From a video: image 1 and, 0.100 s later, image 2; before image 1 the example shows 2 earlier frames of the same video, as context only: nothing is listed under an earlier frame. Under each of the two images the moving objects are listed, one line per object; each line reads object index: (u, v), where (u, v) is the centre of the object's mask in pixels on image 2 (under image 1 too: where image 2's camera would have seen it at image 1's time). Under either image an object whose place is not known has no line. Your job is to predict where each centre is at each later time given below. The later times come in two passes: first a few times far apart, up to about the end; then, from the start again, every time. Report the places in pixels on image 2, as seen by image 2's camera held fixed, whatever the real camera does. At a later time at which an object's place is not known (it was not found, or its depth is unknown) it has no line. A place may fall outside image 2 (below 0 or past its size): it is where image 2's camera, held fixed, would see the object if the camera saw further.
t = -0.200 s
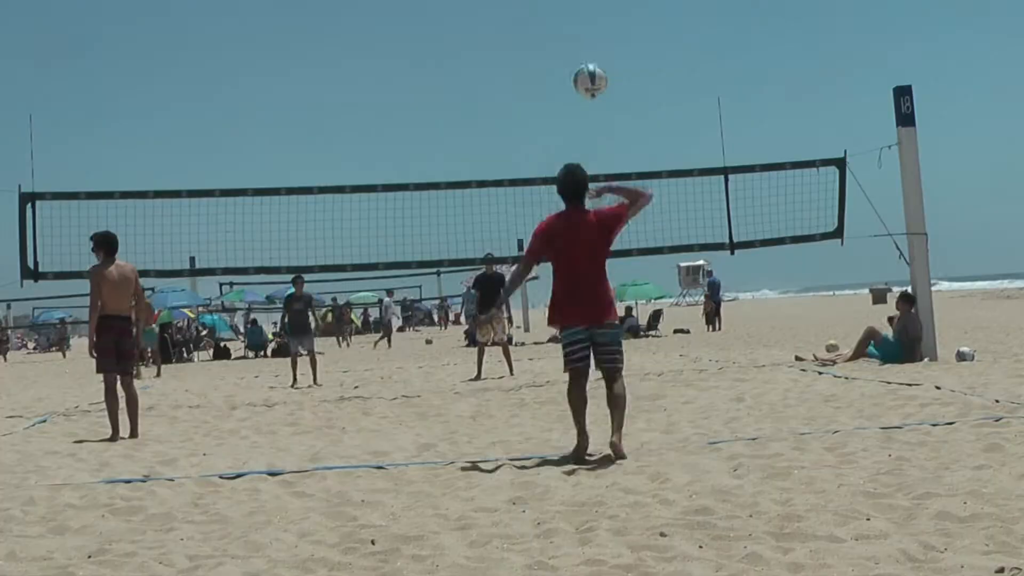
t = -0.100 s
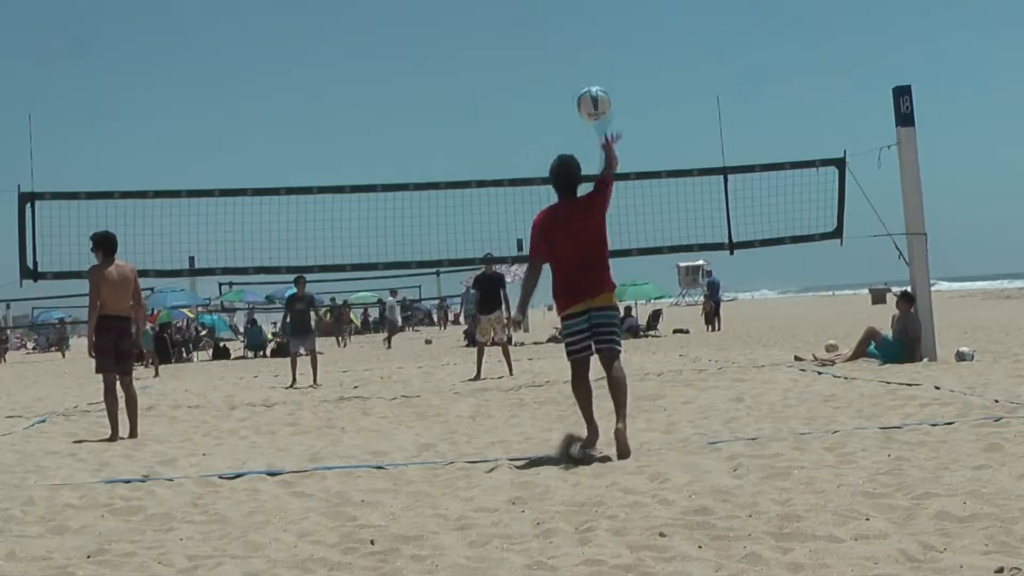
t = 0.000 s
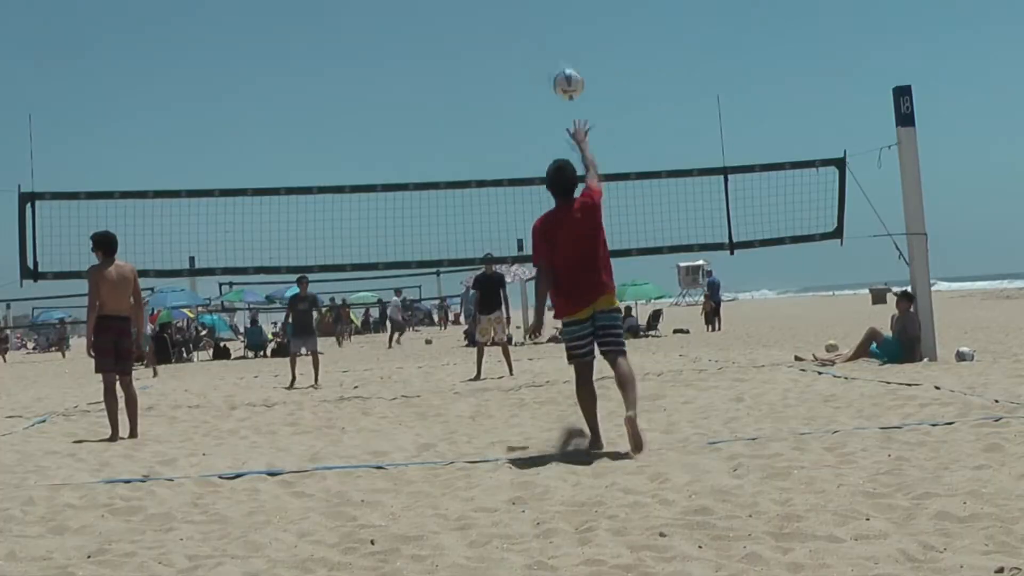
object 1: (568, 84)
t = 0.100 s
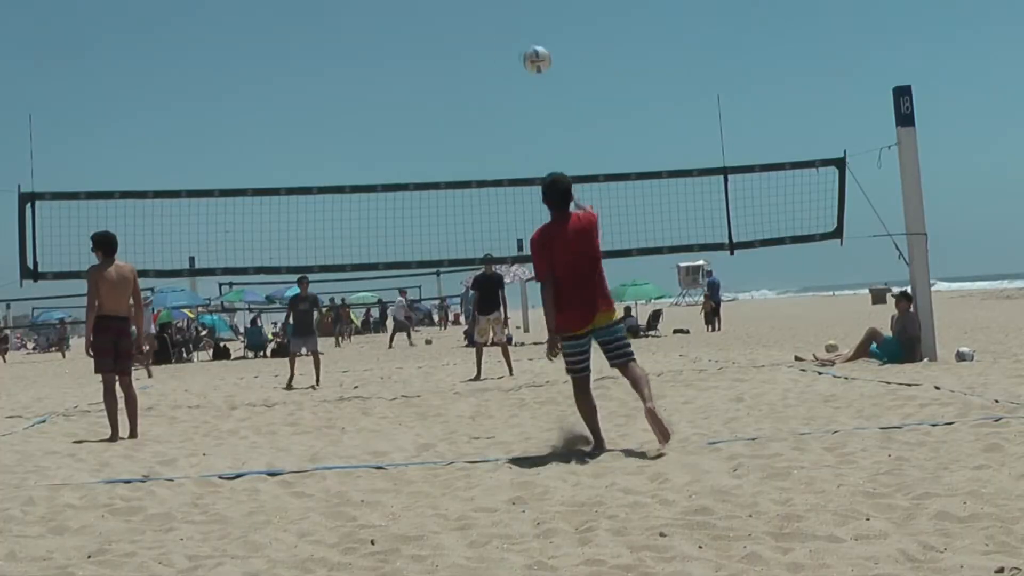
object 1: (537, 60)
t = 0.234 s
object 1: (499, 52)
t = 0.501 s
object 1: (436, 83)
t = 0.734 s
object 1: (397, 150)
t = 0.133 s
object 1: (527, 55)
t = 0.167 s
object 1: (517, 53)
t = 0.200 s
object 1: (508, 51)
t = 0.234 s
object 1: (499, 52)
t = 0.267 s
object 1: (491, 53)
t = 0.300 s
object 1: (482, 55)
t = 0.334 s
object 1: (474, 58)
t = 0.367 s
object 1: (466, 61)
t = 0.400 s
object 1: (458, 66)
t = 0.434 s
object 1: (450, 71)
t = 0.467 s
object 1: (442, 77)
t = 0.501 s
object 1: (436, 83)
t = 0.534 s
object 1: (430, 92)
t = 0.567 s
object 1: (424, 100)
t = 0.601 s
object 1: (418, 109)
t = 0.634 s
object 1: (412, 118)
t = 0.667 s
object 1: (407, 129)
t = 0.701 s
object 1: (402, 139)
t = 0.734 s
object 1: (397, 150)
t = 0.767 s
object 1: (392, 161)
